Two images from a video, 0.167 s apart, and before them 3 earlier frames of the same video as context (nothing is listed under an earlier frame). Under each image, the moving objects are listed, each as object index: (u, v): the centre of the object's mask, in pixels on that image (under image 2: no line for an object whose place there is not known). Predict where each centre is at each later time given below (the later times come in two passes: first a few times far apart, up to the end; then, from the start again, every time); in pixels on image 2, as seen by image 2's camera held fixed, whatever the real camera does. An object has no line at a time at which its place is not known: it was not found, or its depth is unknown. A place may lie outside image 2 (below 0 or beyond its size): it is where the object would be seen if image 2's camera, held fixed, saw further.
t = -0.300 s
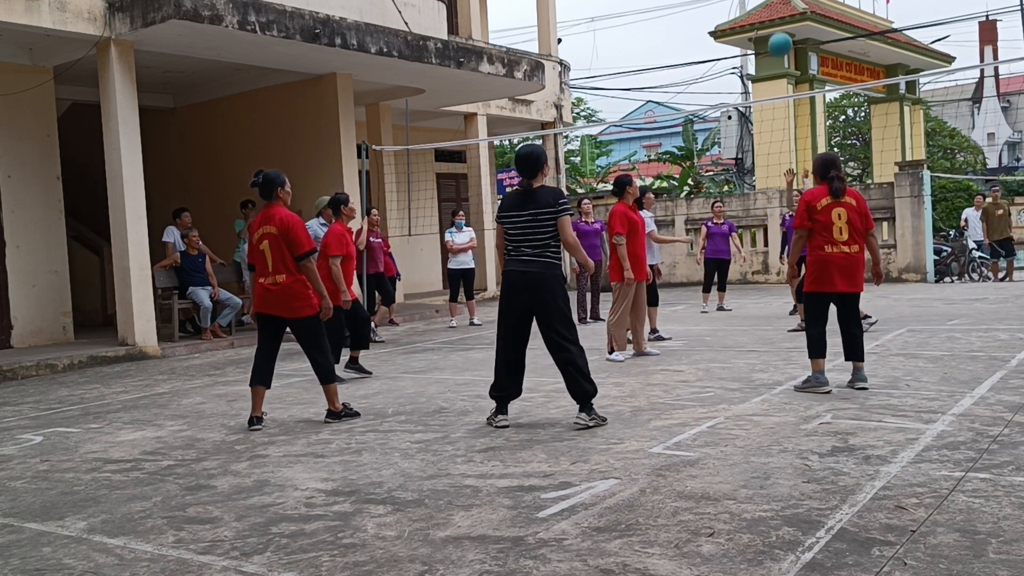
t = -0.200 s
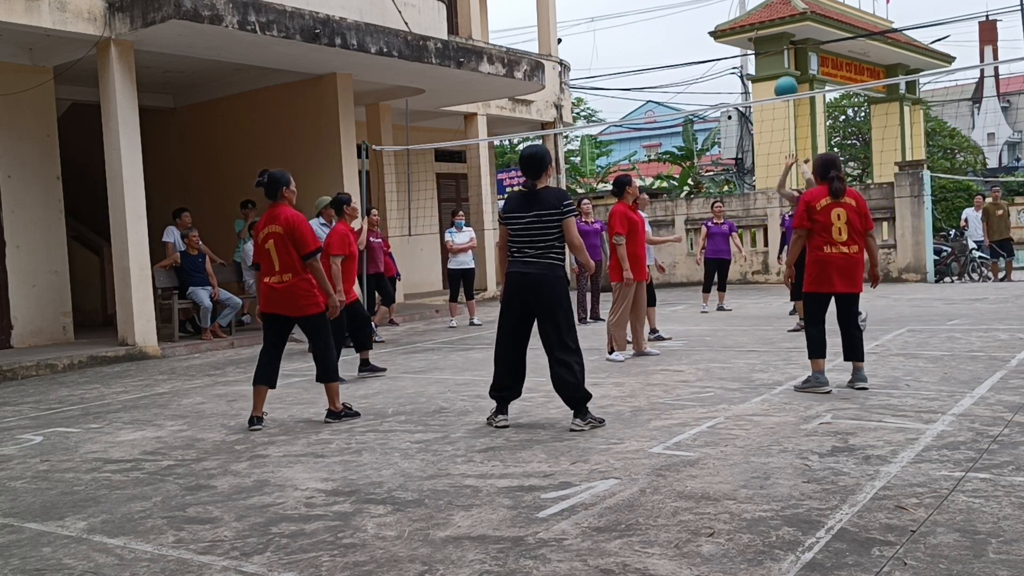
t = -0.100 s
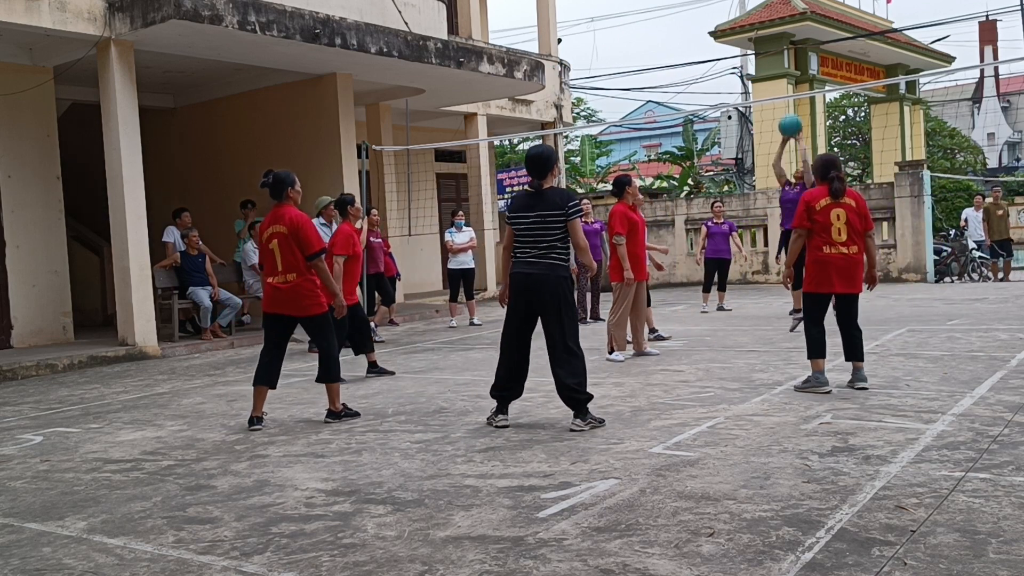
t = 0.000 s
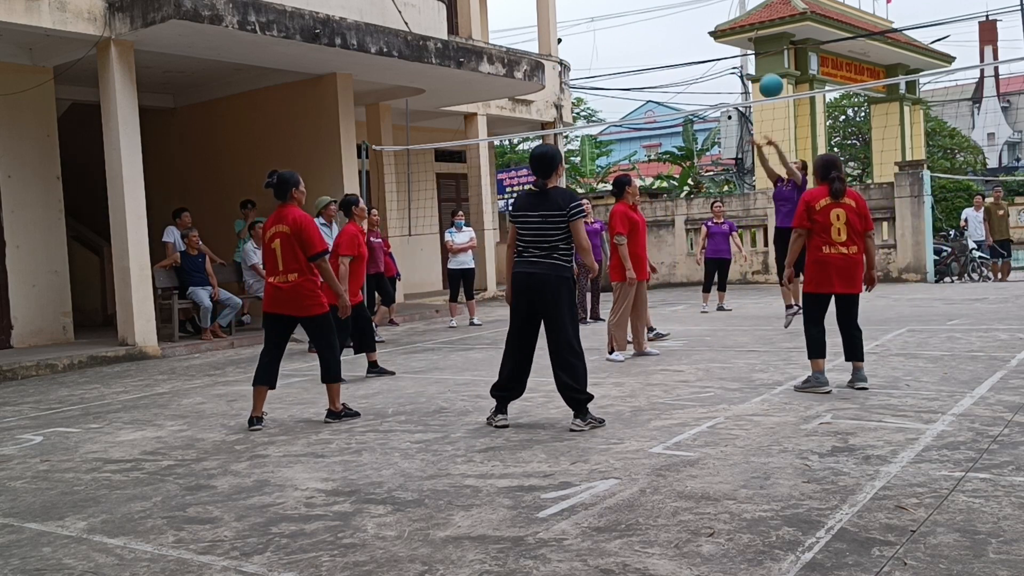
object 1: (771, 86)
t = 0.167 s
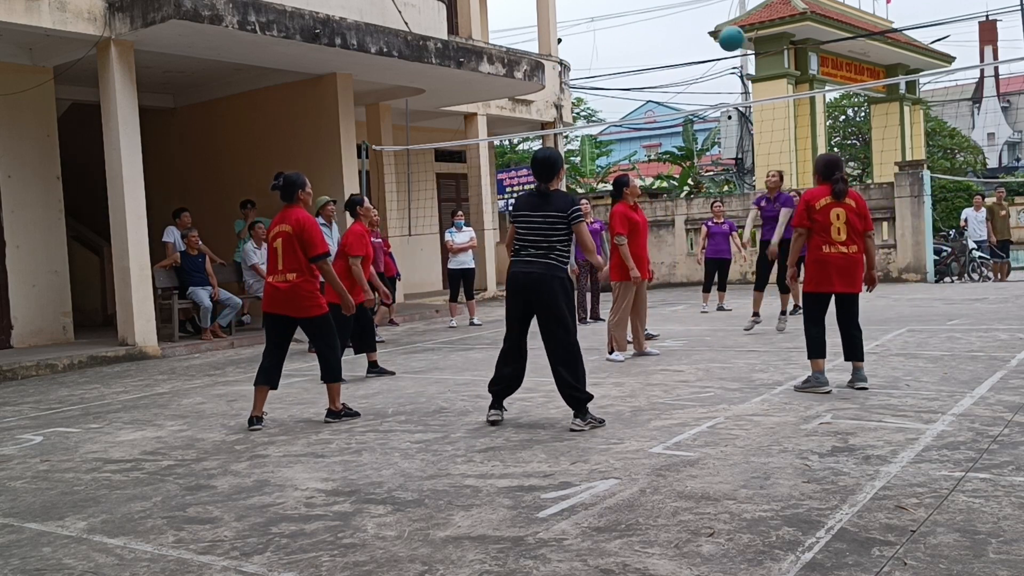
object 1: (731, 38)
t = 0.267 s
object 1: (706, 22)
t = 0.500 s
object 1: (642, 25)
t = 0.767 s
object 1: (560, 121)
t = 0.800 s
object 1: (549, 141)
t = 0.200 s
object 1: (723, 32)
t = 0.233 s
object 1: (714, 27)
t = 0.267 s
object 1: (706, 22)
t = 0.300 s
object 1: (697, 19)
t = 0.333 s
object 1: (688, 16)
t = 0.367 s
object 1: (679, 16)
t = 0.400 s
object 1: (670, 16)
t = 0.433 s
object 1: (661, 18)
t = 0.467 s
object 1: (651, 21)
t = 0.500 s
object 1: (642, 25)
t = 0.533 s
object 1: (632, 32)
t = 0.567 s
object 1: (622, 39)
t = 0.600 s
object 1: (612, 49)
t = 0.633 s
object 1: (602, 59)
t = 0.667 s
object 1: (591, 72)
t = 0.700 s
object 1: (581, 86)
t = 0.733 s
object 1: (570, 103)
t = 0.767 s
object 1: (560, 121)
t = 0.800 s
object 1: (549, 141)
